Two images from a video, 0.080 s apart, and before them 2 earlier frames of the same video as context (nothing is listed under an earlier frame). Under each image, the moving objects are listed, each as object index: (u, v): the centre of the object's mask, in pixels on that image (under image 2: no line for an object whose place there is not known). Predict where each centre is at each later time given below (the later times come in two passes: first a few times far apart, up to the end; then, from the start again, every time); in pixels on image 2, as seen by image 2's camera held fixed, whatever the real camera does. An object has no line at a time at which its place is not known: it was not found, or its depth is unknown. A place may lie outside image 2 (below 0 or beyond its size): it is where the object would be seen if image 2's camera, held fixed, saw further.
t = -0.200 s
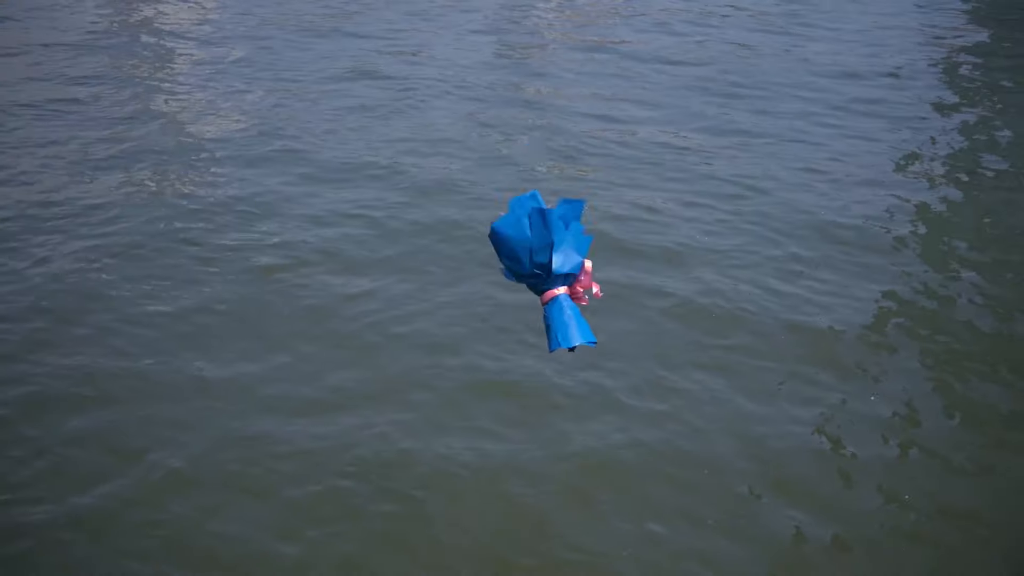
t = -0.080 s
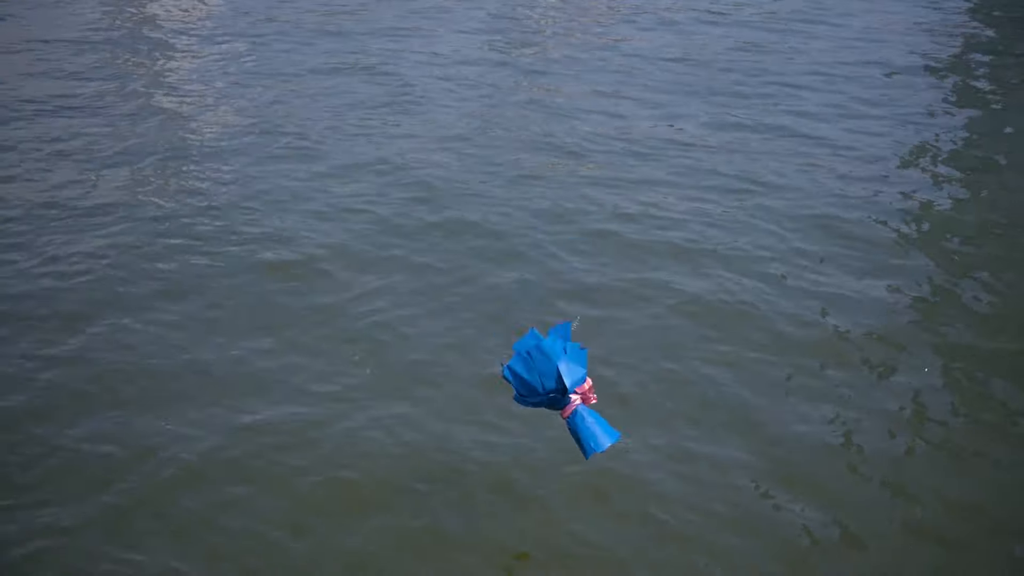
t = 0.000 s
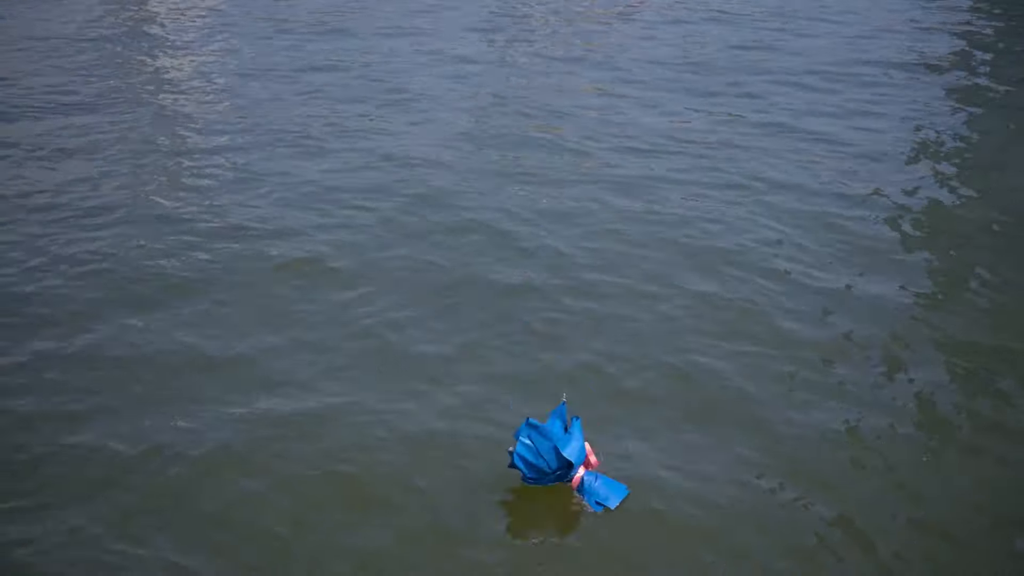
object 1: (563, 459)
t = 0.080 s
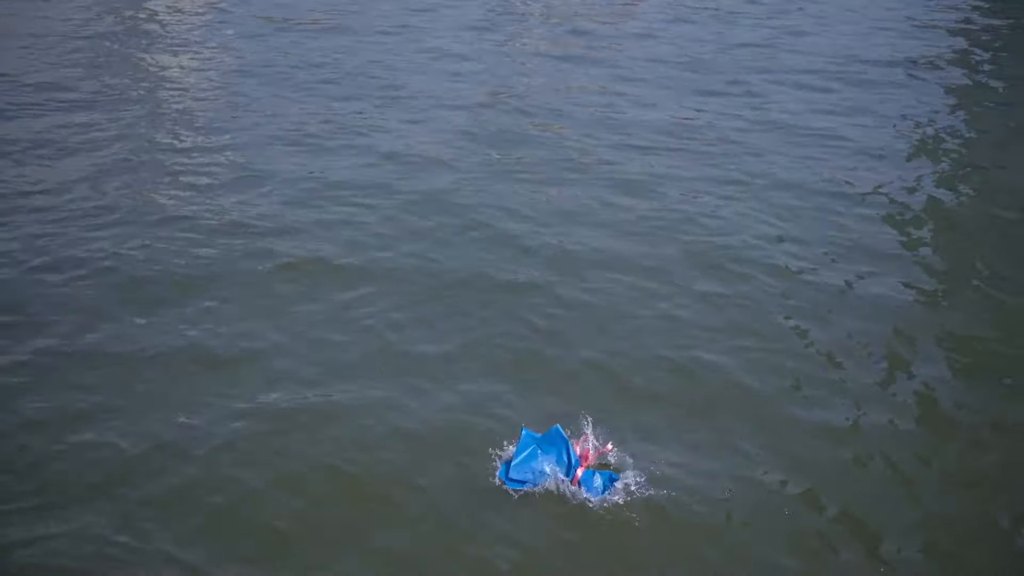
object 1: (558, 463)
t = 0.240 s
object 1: (535, 459)
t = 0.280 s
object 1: (529, 456)
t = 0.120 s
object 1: (551, 464)
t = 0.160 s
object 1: (548, 465)
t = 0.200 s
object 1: (542, 461)
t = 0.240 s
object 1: (535, 459)
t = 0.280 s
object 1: (529, 456)
